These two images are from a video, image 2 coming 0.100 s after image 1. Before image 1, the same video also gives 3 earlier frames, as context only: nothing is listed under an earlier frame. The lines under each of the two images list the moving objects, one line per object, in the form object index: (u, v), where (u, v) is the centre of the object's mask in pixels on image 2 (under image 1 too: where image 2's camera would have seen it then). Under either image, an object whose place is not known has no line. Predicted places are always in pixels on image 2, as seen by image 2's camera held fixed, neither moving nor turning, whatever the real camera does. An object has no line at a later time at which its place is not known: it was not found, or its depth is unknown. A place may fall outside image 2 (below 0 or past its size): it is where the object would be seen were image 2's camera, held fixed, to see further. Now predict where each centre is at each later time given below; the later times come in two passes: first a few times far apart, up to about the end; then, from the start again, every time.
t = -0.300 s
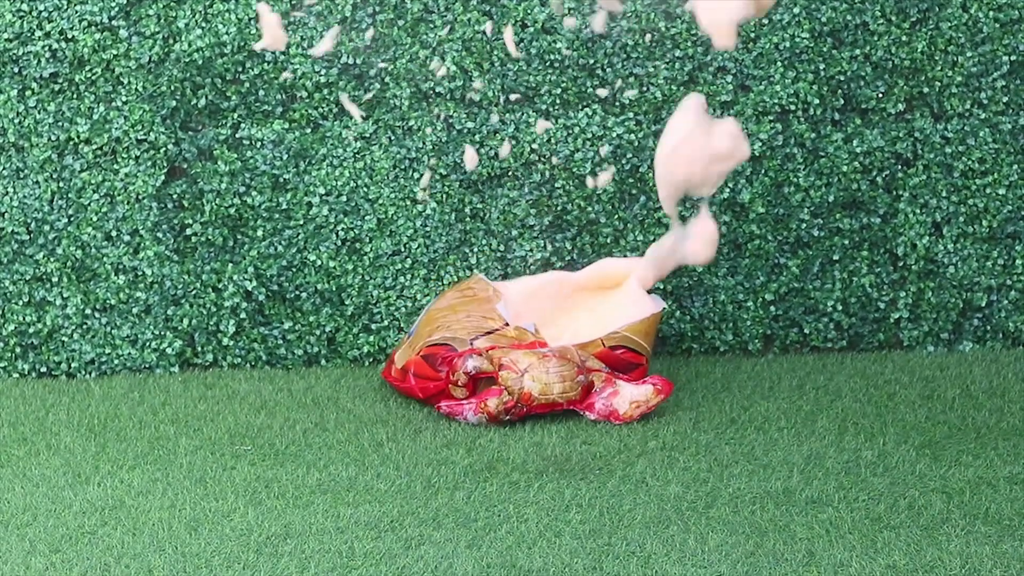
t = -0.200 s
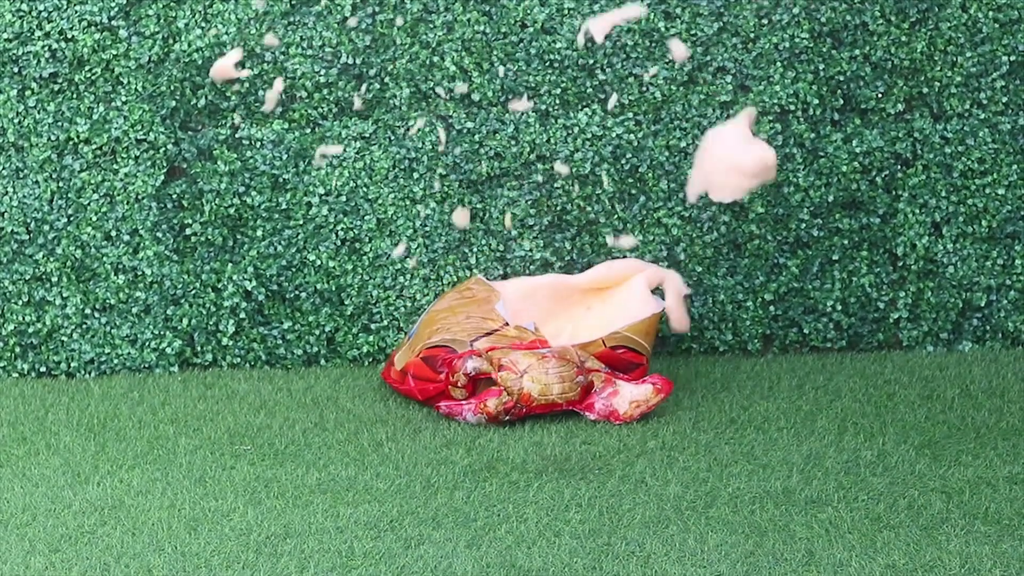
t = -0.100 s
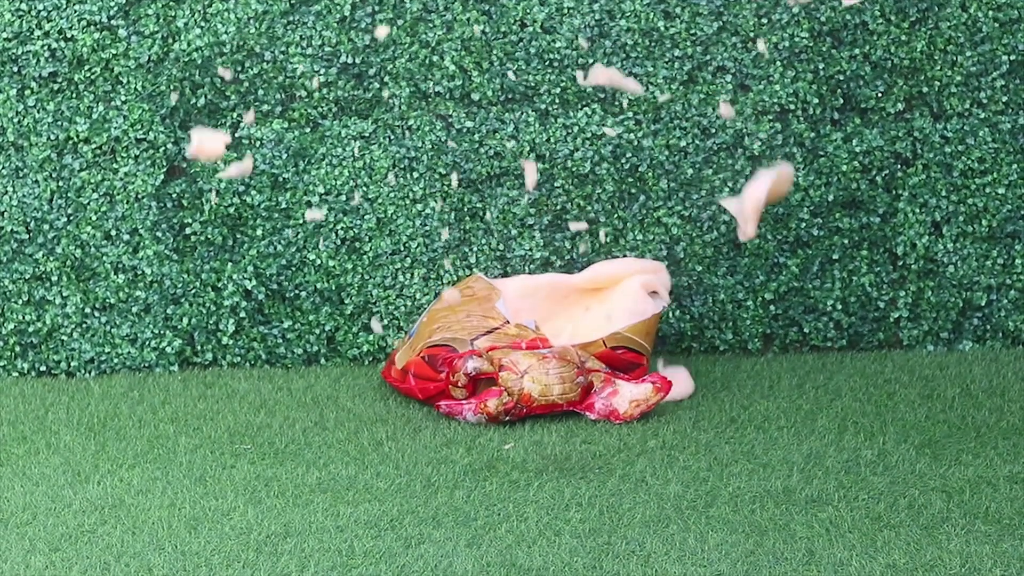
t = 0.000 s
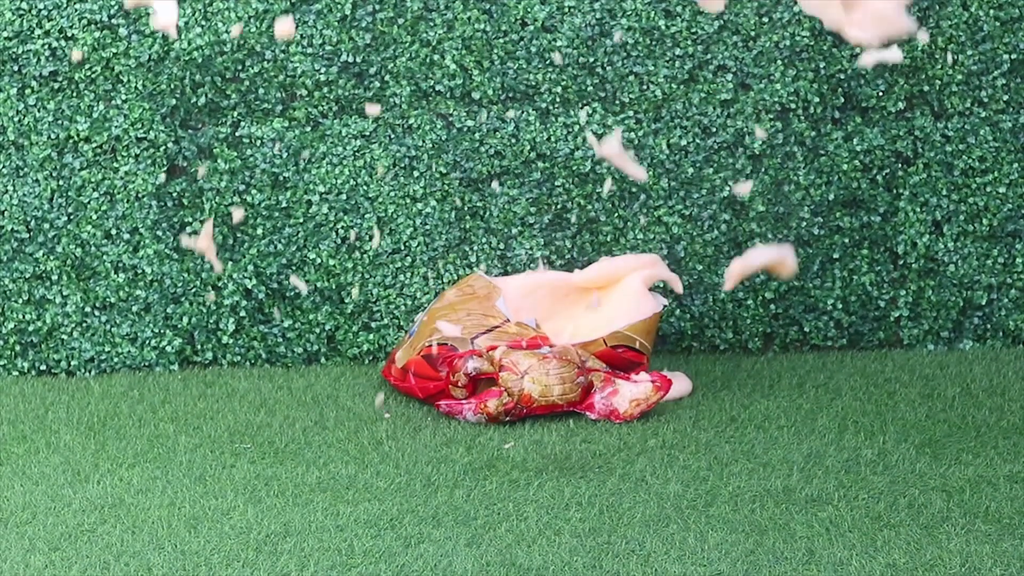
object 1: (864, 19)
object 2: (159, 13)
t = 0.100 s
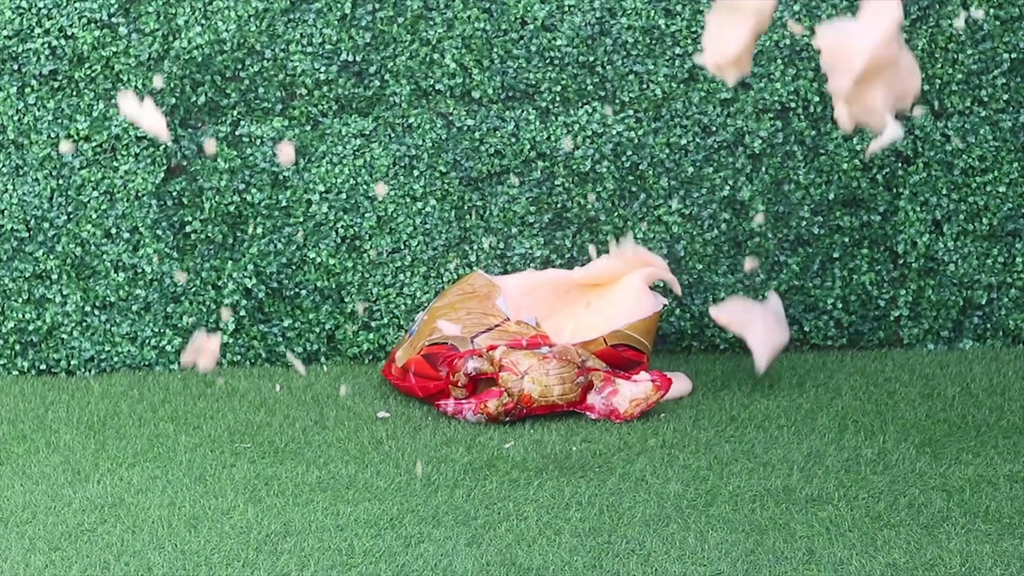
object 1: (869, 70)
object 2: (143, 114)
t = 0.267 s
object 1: (879, 246)
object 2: (161, 303)
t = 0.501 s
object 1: (905, 383)
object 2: (167, 451)
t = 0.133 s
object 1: (874, 94)
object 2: (145, 152)
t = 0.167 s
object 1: (877, 132)
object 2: (148, 191)
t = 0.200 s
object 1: (878, 170)
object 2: (153, 230)
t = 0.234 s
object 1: (878, 207)
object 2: (157, 268)
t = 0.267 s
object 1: (879, 246)
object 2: (161, 303)
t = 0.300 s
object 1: (880, 278)
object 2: (163, 340)
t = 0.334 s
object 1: (882, 301)
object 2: (163, 379)
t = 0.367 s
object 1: (889, 326)
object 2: (162, 419)
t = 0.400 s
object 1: (895, 350)
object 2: (166, 447)
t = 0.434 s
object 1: (900, 370)
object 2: (167, 451)
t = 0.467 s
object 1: (904, 381)
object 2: (167, 451)
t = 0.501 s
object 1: (905, 383)
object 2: (167, 451)
